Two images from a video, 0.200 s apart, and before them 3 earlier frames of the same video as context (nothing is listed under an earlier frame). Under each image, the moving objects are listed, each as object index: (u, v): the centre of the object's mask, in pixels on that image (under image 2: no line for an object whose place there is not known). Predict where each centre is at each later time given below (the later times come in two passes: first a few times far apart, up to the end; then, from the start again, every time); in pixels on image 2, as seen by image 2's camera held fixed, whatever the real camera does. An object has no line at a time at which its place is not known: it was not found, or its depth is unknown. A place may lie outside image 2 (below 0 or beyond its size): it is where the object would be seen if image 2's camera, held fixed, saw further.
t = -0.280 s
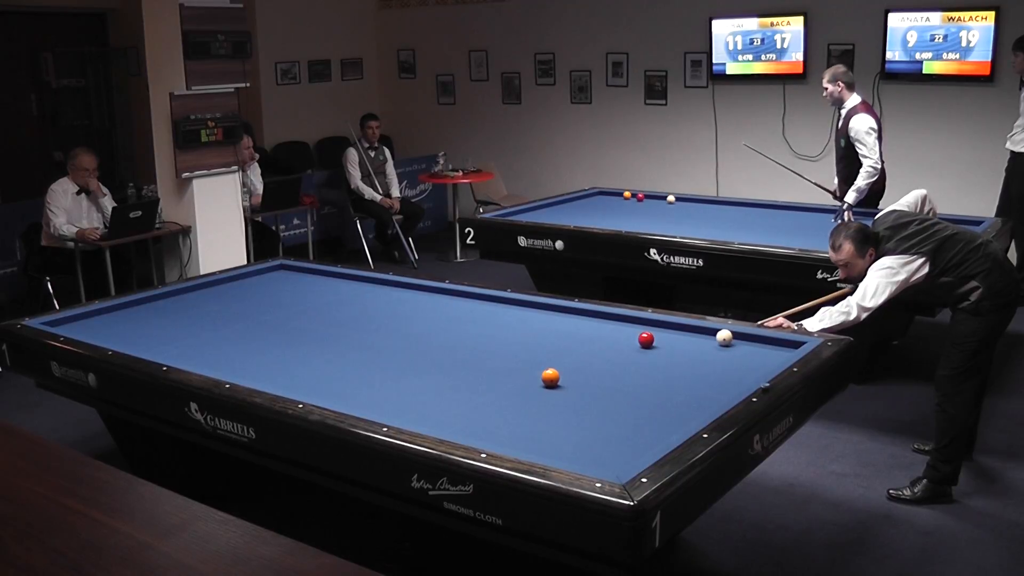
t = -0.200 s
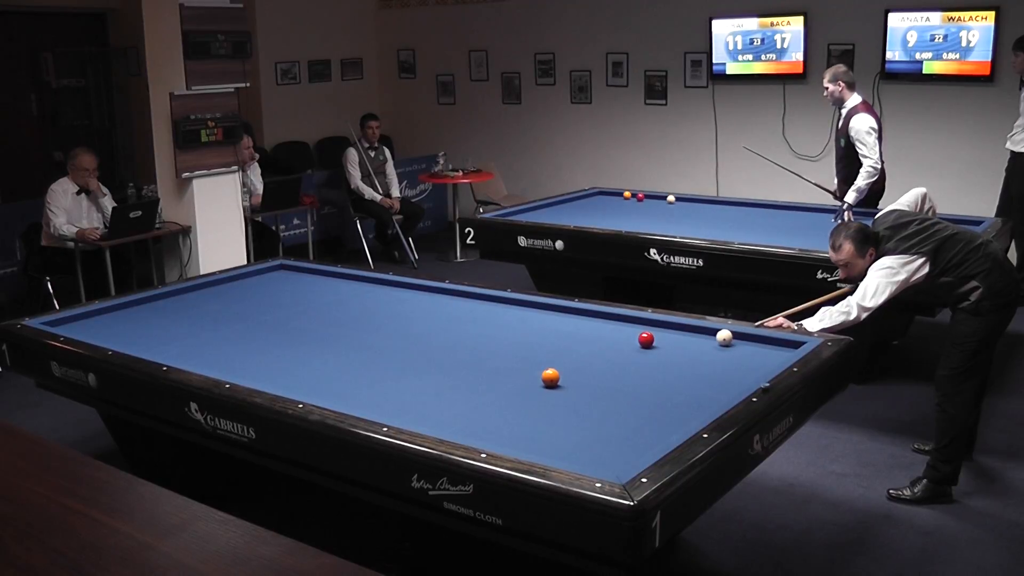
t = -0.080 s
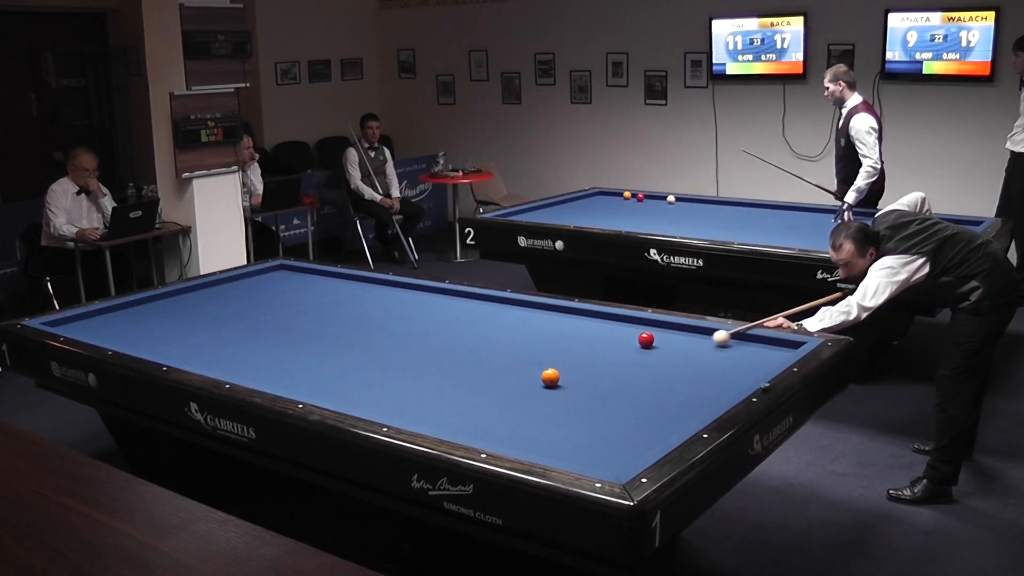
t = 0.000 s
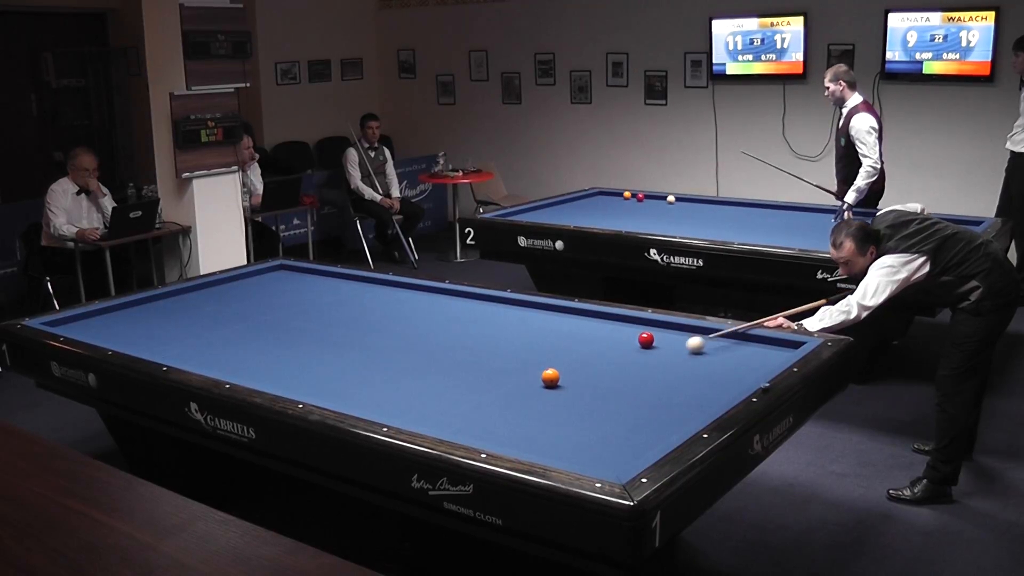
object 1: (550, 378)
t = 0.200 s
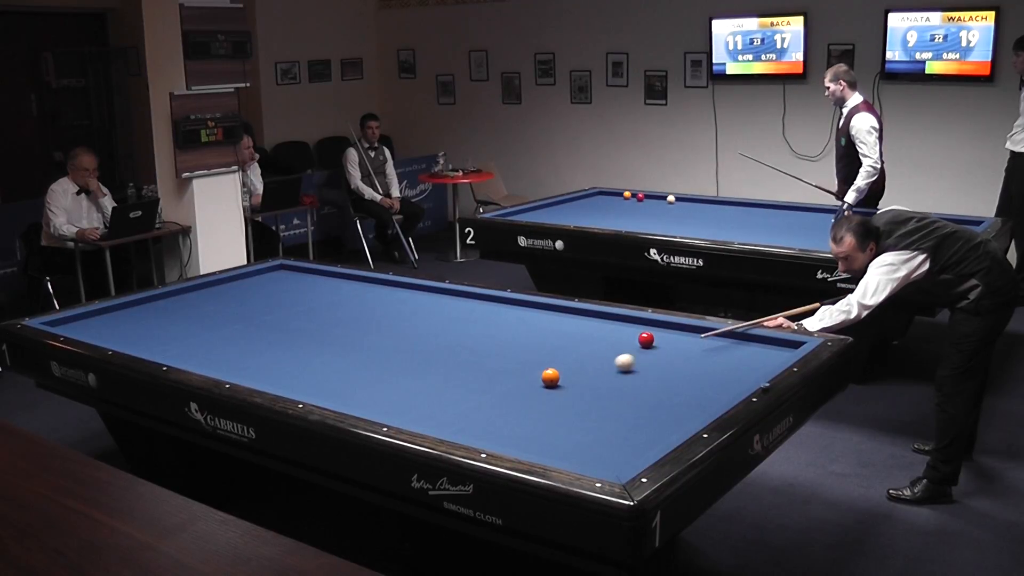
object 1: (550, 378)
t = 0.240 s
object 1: (550, 378)
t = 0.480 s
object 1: (500, 379)
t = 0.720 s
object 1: (432, 380)
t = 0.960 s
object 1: (370, 382)
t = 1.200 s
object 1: (309, 382)
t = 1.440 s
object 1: (260, 378)
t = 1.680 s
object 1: (252, 370)
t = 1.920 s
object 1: (244, 361)
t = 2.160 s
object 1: (237, 352)
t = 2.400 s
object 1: (230, 343)
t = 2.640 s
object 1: (224, 336)
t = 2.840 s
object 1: (220, 330)
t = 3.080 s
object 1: (215, 323)
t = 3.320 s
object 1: (210, 317)
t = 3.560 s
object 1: (206, 311)
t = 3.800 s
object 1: (202, 306)
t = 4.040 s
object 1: (198, 300)
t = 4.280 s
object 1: (195, 295)
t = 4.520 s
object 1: (192, 291)
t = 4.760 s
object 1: (195, 288)
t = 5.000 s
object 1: (207, 288)
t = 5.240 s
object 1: (219, 288)
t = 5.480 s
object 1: (230, 287)
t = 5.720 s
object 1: (241, 287)
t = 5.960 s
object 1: (252, 287)
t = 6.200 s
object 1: (262, 287)
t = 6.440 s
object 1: (272, 287)
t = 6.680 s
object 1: (281, 286)
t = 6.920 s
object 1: (290, 286)
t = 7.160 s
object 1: (298, 286)
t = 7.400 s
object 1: (305, 286)
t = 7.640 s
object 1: (312, 286)
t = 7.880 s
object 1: (319, 286)
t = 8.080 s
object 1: (324, 286)
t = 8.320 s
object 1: (329, 285)
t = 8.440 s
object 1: (331, 285)
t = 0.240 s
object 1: (550, 378)
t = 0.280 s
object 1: (550, 378)
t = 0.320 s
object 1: (550, 378)
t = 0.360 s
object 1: (543, 378)
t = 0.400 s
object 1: (528, 378)
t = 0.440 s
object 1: (513, 378)
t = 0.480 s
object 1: (500, 379)
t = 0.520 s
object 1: (487, 379)
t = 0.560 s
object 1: (475, 380)
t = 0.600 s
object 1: (463, 380)
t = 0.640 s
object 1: (453, 380)
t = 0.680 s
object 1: (442, 380)
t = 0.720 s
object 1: (432, 380)
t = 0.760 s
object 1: (421, 381)
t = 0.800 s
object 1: (411, 381)
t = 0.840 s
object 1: (400, 381)
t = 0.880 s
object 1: (390, 381)
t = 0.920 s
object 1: (380, 382)
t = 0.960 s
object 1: (370, 382)
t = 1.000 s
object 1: (359, 382)
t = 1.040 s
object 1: (349, 382)
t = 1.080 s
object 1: (339, 382)
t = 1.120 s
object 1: (329, 382)
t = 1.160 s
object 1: (319, 382)
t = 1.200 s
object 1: (309, 382)
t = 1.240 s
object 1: (299, 383)
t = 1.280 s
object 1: (290, 382)
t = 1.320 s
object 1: (280, 382)
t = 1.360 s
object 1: (271, 380)
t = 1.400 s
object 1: (261, 379)
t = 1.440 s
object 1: (260, 378)
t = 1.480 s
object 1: (259, 377)
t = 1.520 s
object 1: (258, 376)
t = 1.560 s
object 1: (256, 375)
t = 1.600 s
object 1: (255, 374)
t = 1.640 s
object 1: (253, 372)
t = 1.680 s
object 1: (252, 370)
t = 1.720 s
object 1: (250, 369)
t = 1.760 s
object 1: (249, 367)
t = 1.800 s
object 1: (248, 365)
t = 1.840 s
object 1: (247, 364)
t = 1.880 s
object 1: (245, 362)
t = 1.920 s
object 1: (244, 361)
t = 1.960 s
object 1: (243, 359)
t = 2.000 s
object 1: (242, 358)
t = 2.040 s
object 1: (240, 356)
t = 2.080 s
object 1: (239, 355)
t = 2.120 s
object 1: (238, 353)
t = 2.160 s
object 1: (237, 352)
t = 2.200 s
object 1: (236, 351)
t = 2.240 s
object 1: (235, 349)
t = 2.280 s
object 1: (233, 348)
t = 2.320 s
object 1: (233, 346)
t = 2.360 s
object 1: (231, 345)
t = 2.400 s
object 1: (230, 343)
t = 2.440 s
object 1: (229, 342)
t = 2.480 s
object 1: (228, 341)
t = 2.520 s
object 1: (227, 340)
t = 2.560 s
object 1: (226, 339)
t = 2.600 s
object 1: (225, 337)
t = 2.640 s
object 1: (224, 336)
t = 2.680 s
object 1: (223, 334)
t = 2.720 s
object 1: (222, 333)
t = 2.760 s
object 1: (222, 332)
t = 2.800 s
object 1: (221, 331)
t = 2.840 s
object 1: (220, 330)
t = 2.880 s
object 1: (219, 329)
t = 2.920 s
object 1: (218, 328)
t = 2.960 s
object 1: (217, 326)
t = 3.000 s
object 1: (216, 325)
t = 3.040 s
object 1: (215, 324)
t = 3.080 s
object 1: (215, 323)
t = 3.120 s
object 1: (214, 322)
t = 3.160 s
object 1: (213, 321)
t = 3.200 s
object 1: (212, 320)
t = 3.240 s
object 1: (212, 319)
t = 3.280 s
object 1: (211, 318)
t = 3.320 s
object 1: (210, 317)
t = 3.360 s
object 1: (209, 316)
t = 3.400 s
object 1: (209, 315)
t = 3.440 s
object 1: (208, 314)
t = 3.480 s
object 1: (207, 313)
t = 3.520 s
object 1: (206, 312)
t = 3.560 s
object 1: (206, 311)
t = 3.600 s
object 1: (205, 310)
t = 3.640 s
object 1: (204, 309)
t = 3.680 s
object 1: (204, 308)
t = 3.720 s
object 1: (203, 307)
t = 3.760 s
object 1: (202, 306)
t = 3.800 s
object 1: (202, 306)
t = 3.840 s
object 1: (201, 305)
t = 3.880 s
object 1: (201, 304)
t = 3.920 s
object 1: (200, 303)
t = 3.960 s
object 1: (199, 302)
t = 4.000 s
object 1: (199, 301)
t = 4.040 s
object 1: (198, 300)
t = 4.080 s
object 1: (198, 300)
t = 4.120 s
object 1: (197, 299)
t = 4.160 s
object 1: (197, 298)
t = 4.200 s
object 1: (196, 297)
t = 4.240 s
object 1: (195, 296)
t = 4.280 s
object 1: (195, 295)
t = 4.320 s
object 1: (194, 295)
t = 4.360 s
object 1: (194, 294)
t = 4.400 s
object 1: (194, 293)
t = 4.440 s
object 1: (193, 292)
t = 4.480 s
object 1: (192, 292)
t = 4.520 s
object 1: (192, 291)
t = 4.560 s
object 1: (191, 290)
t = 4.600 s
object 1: (191, 290)
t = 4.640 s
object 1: (190, 289)
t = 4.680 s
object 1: (190, 288)
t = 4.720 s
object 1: (192, 288)
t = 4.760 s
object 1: (195, 288)
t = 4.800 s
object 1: (197, 288)
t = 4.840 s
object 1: (199, 288)
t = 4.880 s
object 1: (201, 288)
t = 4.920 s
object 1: (203, 288)
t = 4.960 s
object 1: (205, 288)
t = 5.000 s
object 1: (207, 288)
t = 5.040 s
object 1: (209, 288)
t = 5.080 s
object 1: (211, 288)
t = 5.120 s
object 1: (213, 288)
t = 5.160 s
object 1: (215, 288)
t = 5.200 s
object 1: (217, 288)
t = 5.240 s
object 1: (219, 288)
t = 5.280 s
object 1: (221, 288)
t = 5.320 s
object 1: (223, 288)
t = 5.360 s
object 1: (225, 288)
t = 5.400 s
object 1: (227, 288)
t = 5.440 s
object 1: (228, 287)
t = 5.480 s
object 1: (230, 287)
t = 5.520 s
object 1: (232, 288)
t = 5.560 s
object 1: (234, 288)
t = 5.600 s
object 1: (236, 288)
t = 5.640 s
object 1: (238, 288)
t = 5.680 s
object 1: (240, 287)
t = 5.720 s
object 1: (241, 287)
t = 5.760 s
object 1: (243, 287)
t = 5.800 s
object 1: (245, 287)
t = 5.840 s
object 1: (247, 287)
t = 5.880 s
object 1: (249, 287)
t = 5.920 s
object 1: (250, 287)
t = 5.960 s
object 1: (252, 287)
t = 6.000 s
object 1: (254, 287)
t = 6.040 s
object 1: (256, 287)
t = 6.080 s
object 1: (257, 287)
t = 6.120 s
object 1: (259, 287)
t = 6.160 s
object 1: (261, 287)
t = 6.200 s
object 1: (262, 287)
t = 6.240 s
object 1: (264, 287)
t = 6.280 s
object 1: (265, 287)
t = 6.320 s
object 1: (267, 287)
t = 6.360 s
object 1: (269, 287)
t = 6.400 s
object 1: (270, 287)
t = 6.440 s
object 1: (272, 287)
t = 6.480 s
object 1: (273, 287)
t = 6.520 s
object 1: (275, 287)
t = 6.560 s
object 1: (276, 287)
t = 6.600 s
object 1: (278, 287)
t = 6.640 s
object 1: (279, 287)
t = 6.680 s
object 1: (281, 286)
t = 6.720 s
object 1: (282, 286)
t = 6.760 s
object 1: (284, 286)
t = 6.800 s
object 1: (285, 286)
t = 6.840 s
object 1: (287, 287)
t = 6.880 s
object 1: (288, 287)
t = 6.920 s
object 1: (290, 286)
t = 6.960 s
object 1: (291, 286)
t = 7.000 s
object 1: (292, 286)
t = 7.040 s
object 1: (294, 286)
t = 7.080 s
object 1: (295, 286)
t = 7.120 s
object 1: (296, 286)
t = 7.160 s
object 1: (298, 286)
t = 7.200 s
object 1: (299, 286)
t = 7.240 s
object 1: (300, 286)
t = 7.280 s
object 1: (301, 286)
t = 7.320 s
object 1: (303, 286)
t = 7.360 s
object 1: (304, 286)
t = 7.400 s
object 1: (305, 286)
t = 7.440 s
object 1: (306, 286)
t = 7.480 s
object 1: (307, 286)
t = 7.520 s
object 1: (309, 286)
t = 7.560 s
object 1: (310, 286)
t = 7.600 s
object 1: (311, 286)
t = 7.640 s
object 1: (312, 286)
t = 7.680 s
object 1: (313, 286)
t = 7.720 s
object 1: (315, 286)
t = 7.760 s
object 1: (315, 286)
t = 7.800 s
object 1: (317, 286)
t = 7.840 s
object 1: (318, 286)
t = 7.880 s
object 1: (319, 286)
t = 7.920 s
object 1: (320, 286)
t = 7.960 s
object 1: (321, 286)
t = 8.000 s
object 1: (322, 286)
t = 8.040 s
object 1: (323, 286)
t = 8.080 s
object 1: (324, 286)
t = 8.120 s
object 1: (325, 286)
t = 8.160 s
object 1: (326, 286)
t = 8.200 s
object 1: (327, 285)
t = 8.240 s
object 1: (328, 285)
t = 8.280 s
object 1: (329, 285)
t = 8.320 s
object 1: (329, 285)
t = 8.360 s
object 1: (330, 286)
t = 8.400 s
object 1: (331, 285)
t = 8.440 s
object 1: (331, 285)
